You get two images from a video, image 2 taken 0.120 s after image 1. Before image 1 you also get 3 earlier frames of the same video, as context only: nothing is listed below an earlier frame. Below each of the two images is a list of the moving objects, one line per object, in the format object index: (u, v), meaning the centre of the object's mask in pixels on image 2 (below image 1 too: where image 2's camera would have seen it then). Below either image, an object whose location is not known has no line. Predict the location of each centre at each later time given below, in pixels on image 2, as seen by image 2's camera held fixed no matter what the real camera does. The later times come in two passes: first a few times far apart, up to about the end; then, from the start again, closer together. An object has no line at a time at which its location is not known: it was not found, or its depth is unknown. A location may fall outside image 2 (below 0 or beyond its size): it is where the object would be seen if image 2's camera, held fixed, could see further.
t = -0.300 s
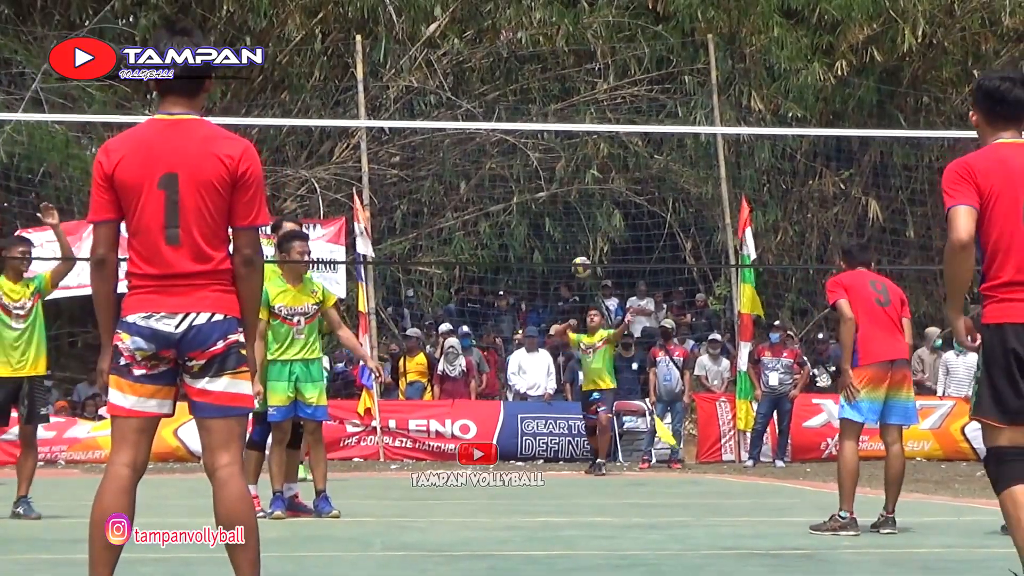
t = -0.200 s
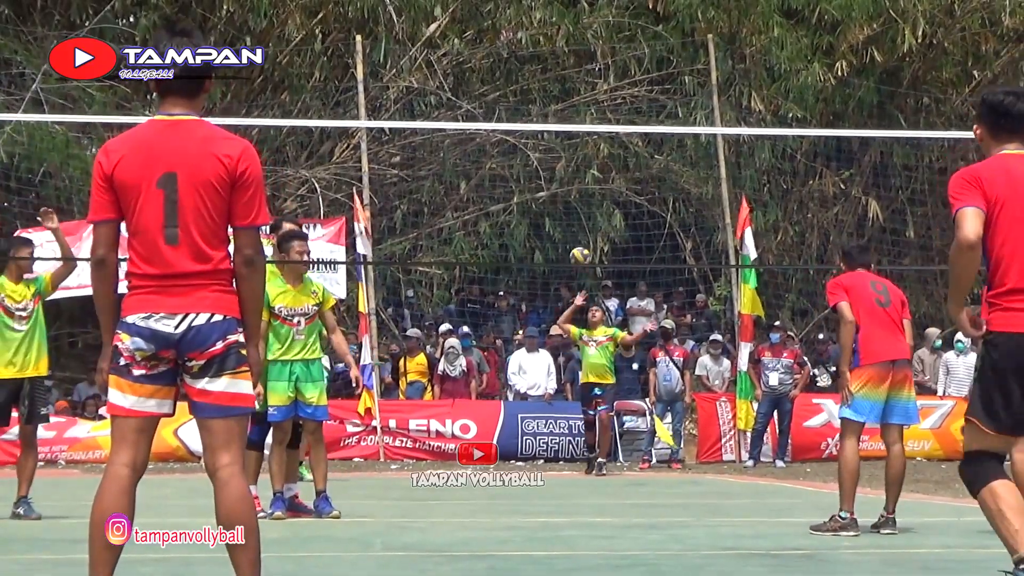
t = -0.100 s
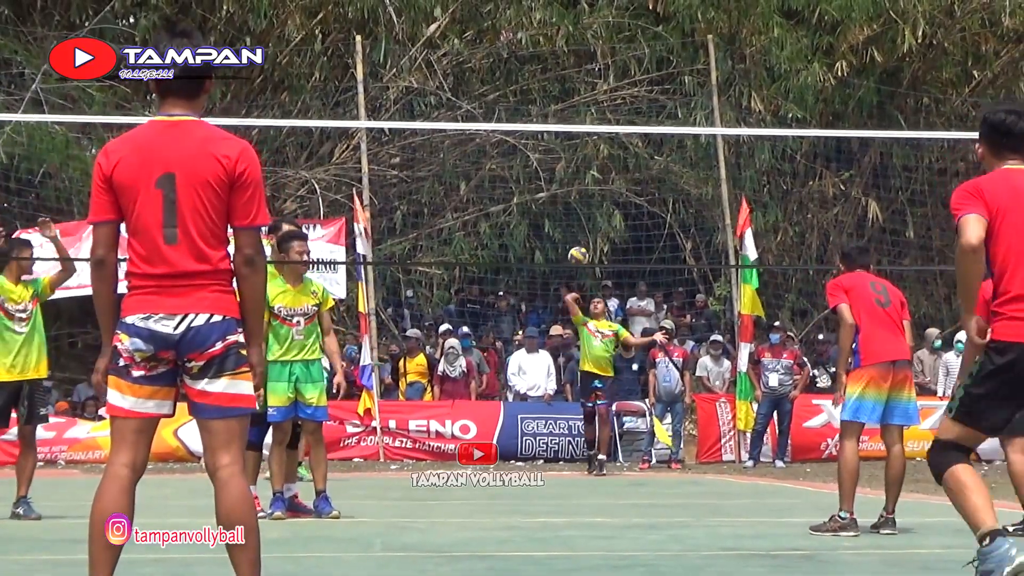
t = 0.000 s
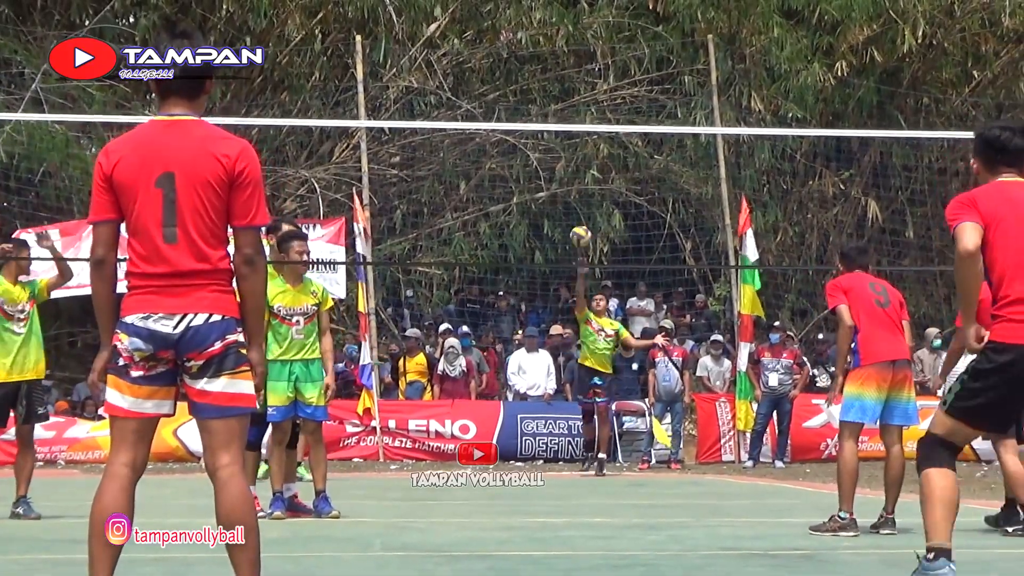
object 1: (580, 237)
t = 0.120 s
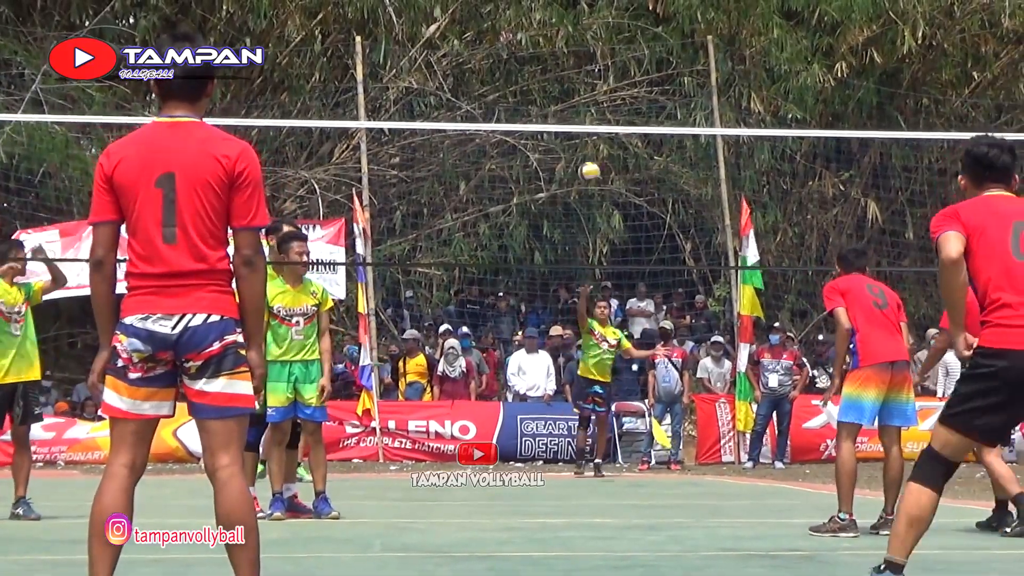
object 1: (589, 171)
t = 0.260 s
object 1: (600, 108)
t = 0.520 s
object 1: (622, 22)
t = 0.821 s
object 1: (651, 19)
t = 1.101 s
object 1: (708, 204)
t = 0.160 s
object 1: (593, 150)
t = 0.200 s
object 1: (597, 131)
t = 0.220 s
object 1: (597, 120)
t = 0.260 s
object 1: (600, 108)
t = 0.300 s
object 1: (603, 92)
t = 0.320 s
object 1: (605, 83)
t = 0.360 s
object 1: (609, 70)
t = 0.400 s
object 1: (611, 55)
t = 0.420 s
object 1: (613, 49)
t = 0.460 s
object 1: (617, 37)
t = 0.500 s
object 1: (620, 27)
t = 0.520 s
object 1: (622, 22)
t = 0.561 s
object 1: (626, 15)
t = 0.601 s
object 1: (629, 10)
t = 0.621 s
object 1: (630, 8)
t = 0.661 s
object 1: (634, 6)
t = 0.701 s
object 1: (637, 6)
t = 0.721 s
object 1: (640, 5)
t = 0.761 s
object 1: (645, 8)
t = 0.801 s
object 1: (649, 14)
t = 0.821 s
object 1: (651, 19)
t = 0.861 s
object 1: (656, 31)
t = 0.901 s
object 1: (662, 46)
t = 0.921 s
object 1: (665, 54)
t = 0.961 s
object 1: (672, 78)
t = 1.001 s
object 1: (679, 105)
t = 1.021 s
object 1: (684, 122)
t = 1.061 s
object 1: (693, 161)
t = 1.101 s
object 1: (708, 204)
